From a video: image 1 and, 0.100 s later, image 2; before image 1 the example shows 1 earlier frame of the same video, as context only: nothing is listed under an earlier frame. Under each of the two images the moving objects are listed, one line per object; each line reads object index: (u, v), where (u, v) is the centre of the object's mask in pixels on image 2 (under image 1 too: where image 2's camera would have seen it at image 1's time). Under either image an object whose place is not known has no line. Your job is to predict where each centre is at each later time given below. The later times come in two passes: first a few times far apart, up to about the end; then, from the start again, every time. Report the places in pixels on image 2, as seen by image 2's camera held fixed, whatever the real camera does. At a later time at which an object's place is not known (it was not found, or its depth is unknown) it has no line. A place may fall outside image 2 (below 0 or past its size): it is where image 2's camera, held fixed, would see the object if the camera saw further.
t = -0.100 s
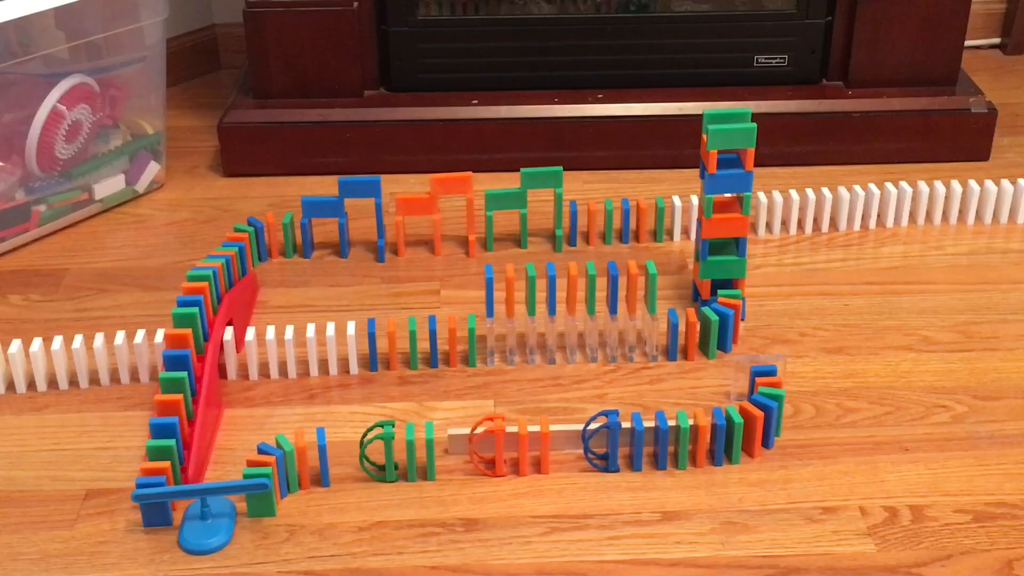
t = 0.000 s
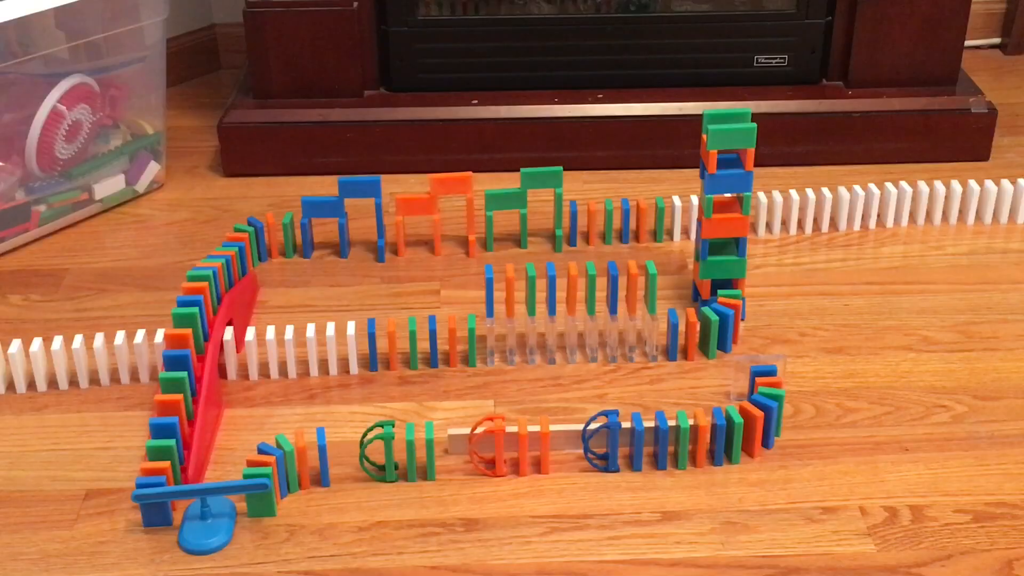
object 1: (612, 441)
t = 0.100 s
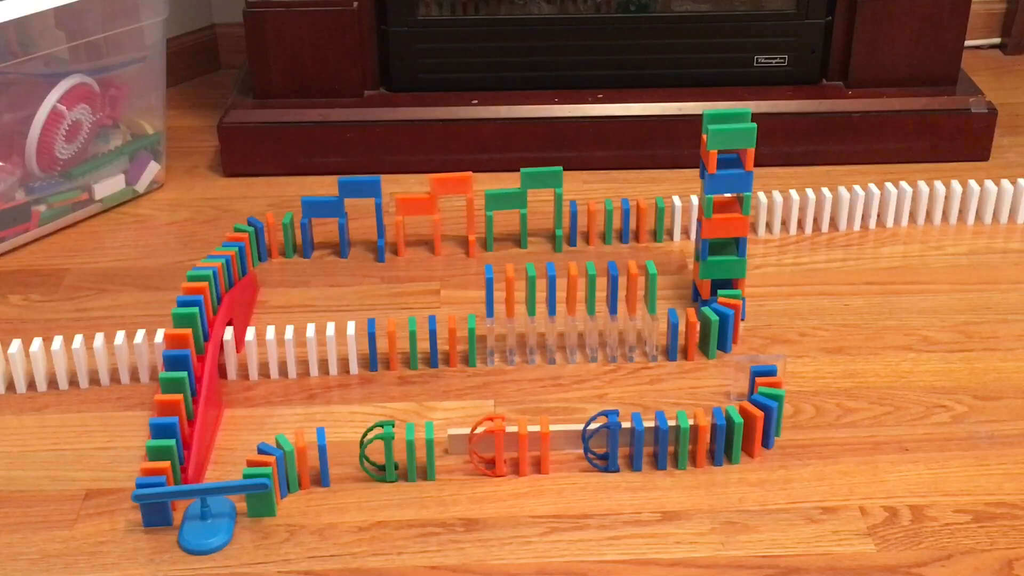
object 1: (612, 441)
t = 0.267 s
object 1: (612, 441)
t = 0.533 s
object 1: (612, 441)
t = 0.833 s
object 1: (612, 441)
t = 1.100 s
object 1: (612, 441)
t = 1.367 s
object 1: (612, 441)
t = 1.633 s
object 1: (612, 441)
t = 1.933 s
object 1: (553, 451)
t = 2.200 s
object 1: (554, 449)
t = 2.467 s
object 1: (553, 449)
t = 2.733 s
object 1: (553, 449)
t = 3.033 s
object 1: (553, 449)
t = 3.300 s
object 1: (553, 449)
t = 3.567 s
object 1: (553, 449)
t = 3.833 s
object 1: (553, 449)
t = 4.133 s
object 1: (553, 449)
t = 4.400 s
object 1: (553, 449)
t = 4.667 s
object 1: (553, 449)
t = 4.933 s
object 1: (553, 449)
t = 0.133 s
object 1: (612, 441)
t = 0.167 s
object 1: (612, 441)
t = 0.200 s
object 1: (612, 441)
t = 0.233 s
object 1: (612, 441)
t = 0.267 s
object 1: (612, 441)
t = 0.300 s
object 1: (612, 441)
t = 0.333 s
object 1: (612, 441)
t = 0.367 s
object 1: (612, 441)
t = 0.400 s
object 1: (612, 441)
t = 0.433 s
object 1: (612, 441)
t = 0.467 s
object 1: (612, 441)
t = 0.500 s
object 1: (612, 441)
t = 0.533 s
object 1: (612, 441)
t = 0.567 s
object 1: (612, 441)
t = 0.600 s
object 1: (612, 441)
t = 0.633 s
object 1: (612, 441)
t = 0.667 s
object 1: (612, 441)
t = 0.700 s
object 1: (612, 441)
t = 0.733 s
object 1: (612, 441)
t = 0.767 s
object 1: (612, 441)
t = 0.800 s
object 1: (612, 441)
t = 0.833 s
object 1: (612, 441)
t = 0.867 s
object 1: (612, 441)
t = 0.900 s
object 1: (612, 441)
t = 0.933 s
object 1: (612, 441)
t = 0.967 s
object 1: (612, 441)
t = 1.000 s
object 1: (612, 441)
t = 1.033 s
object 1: (612, 441)
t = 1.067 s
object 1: (612, 441)
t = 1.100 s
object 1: (612, 441)
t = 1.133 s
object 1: (612, 441)
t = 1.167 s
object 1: (612, 441)
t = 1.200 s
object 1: (612, 441)
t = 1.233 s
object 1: (612, 441)
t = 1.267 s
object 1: (612, 441)
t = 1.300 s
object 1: (612, 441)
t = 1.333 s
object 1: (612, 441)
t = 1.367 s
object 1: (612, 441)
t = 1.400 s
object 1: (612, 441)
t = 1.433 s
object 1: (612, 441)
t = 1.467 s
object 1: (612, 441)
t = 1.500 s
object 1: (612, 441)
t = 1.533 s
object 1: (612, 441)
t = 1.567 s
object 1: (612, 441)
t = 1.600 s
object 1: (612, 441)
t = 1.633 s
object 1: (612, 441)
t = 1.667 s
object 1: (612, 441)
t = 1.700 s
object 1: (611, 441)
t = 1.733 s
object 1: (601, 444)
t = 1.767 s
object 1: (591, 448)
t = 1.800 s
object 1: (570, 450)
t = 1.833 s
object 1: (554, 456)
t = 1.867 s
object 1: (557, 451)
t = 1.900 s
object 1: (554, 450)
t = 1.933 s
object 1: (553, 451)
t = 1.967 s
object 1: (551, 451)
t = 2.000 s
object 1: (551, 450)
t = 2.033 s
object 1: (551, 450)
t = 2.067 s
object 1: (552, 450)
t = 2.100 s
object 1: (553, 449)
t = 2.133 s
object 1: (554, 449)
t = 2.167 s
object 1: (554, 449)
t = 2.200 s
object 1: (554, 449)
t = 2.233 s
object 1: (553, 449)
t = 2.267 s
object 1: (553, 449)
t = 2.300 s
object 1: (553, 449)
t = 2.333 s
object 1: (553, 449)
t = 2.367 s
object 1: (553, 449)
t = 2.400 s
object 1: (553, 449)
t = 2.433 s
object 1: (553, 449)
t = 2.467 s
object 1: (553, 449)
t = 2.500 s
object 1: (553, 449)
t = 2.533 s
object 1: (553, 449)
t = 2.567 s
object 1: (553, 449)
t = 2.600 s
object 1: (553, 449)
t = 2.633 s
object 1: (553, 449)
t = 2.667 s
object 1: (553, 449)
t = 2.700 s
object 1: (553, 449)
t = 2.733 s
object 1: (553, 449)
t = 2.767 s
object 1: (553, 449)
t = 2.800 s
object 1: (553, 449)
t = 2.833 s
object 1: (553, 449)
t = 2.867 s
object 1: (553, 449)
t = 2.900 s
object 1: (553, 449)
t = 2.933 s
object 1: (553, 449)
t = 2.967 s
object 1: (553, 449)
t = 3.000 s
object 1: (553, 449)
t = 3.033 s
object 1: (553, 449)
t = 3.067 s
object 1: (553, 449)
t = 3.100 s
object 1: (553, 449)
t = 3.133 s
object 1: (553, 449)
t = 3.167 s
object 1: (553, 449)
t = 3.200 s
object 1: (553, 449)
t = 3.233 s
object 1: (553, 449)
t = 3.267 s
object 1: (553, 449)
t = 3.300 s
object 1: (553, 449)
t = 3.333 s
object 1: (553, 449)
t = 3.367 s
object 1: (553, 449)
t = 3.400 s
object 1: (553, 449)
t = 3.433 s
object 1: (553, 449)
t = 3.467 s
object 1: (553, 449)
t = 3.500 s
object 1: (553, 449)
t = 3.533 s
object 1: (553, 449)
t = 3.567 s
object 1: (553, 449)
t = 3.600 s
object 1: (553, 449)
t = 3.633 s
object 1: (553, 449)
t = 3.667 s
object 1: (553, 449)
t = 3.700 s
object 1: (553, 449)
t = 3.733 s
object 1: (553, 449)
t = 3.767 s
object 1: (553, 449)
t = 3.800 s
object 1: (553, 449)
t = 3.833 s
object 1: (553, 449)
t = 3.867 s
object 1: (553, 449)
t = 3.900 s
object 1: (553, 449)
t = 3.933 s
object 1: (553, 449)
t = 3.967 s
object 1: (553, 449)
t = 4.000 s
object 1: (553, 449)
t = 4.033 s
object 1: (553, 449)
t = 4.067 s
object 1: (553, 449)
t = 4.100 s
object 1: (553, 449)
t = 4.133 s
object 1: (553, 449)
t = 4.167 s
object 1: (553, 449)
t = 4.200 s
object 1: (553, 449)
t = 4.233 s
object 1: (553, 449)
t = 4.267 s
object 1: (553, 449)
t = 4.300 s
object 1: (553, 449)
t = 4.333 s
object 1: (553, 449)
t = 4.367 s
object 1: (553, 449)
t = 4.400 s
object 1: (553, 449)
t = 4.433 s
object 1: (553, 449)
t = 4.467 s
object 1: (553, 449)
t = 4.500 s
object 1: (553, 449)
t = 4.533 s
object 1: (553, 449)
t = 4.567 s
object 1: (553, 449)
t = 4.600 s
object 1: (553, 449)
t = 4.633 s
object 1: (553, 449)
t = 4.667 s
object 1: (553, 449)
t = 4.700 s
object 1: (553, 449)
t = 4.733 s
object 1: (553, 449)
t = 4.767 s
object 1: (553, 449)
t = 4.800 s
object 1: (553, 449)
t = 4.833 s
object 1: (553, 449)
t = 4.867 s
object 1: (553, 449)
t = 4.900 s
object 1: (553, 449)
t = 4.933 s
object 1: (553, 449)
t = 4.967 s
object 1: (553, 449)
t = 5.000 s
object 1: (553, 449)
